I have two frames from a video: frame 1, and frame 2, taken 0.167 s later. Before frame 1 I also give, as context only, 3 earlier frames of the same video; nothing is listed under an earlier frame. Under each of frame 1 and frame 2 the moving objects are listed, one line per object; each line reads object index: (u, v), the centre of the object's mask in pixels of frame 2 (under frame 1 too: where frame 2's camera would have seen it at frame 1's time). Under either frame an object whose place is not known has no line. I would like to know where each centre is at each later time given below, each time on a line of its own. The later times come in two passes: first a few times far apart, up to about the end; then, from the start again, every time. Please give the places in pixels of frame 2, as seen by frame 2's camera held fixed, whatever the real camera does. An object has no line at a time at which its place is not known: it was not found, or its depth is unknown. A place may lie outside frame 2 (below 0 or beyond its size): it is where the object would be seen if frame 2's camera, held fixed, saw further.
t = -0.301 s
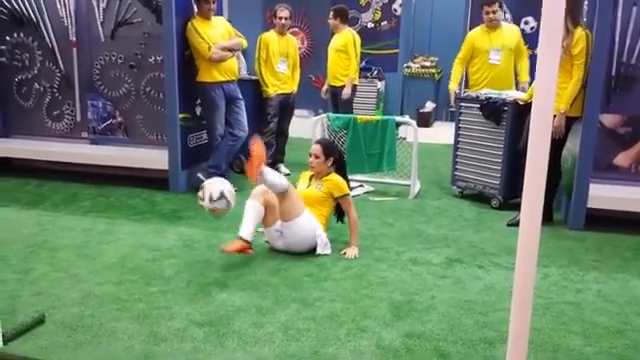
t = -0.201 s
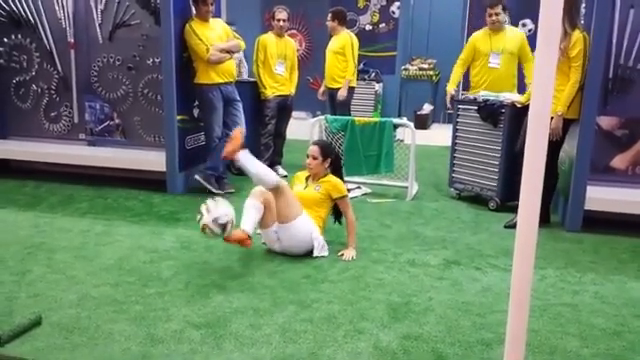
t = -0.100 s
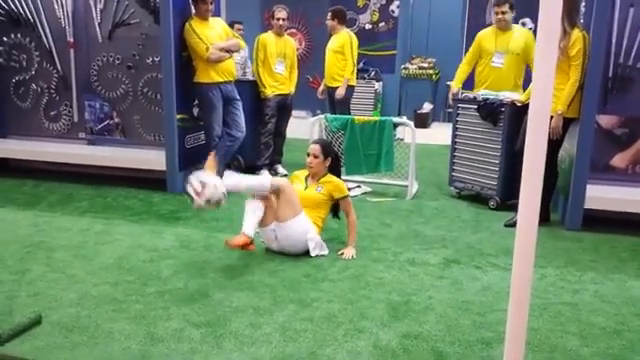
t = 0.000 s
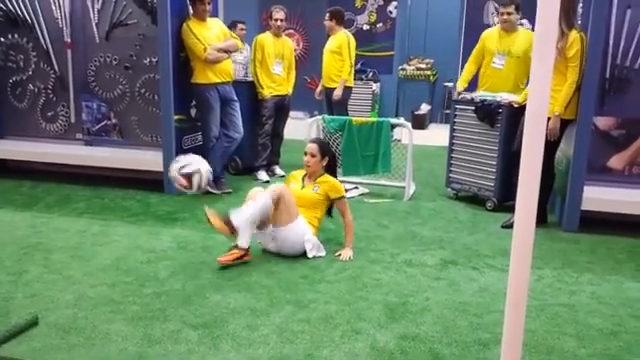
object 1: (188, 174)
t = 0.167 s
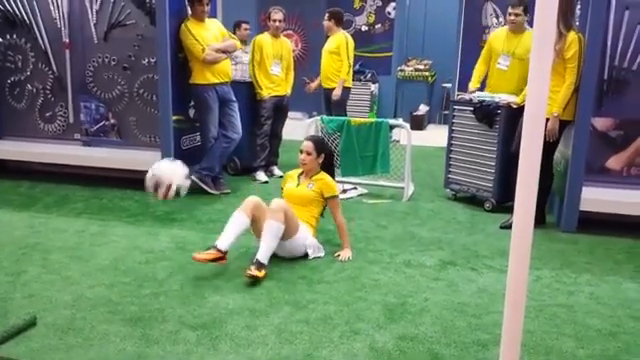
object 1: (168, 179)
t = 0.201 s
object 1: (163, 186)
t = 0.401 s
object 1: (138, 278)
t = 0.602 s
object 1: (111, 240)
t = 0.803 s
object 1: (86, 261)
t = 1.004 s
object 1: (60, 287)
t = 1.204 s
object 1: (36, 295)
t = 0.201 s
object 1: (163, 186)
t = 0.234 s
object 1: (159, 196)
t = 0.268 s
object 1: (155, 208)
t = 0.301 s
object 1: (150, 221)
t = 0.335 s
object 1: (146, 236)
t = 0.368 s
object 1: (142, 257)
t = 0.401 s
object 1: (138, 278)
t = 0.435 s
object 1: (134, 277)
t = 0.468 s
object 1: (129, 266)
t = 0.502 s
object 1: (124, 258)
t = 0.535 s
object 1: (120, 250)
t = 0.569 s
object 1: (116, 244)
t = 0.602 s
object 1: (111, 240)
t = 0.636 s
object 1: (107, 239)
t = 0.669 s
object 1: (103, 239)
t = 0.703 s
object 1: (99, 241)
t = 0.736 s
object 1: (95, 246)
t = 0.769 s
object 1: (90, 252)
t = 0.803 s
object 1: (86, 261)
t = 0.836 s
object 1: (82, 272)
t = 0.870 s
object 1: (78, 286)
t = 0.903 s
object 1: (74, 304)
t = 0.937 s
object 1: (70, 302)
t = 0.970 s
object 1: (65, 293)
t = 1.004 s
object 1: (60, 287)
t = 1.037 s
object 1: (56, 283)
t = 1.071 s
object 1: (52, 281)
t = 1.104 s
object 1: (48, 281)
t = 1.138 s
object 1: (44, 284)
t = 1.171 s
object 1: (40, 288)
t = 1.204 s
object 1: (36, 295)
